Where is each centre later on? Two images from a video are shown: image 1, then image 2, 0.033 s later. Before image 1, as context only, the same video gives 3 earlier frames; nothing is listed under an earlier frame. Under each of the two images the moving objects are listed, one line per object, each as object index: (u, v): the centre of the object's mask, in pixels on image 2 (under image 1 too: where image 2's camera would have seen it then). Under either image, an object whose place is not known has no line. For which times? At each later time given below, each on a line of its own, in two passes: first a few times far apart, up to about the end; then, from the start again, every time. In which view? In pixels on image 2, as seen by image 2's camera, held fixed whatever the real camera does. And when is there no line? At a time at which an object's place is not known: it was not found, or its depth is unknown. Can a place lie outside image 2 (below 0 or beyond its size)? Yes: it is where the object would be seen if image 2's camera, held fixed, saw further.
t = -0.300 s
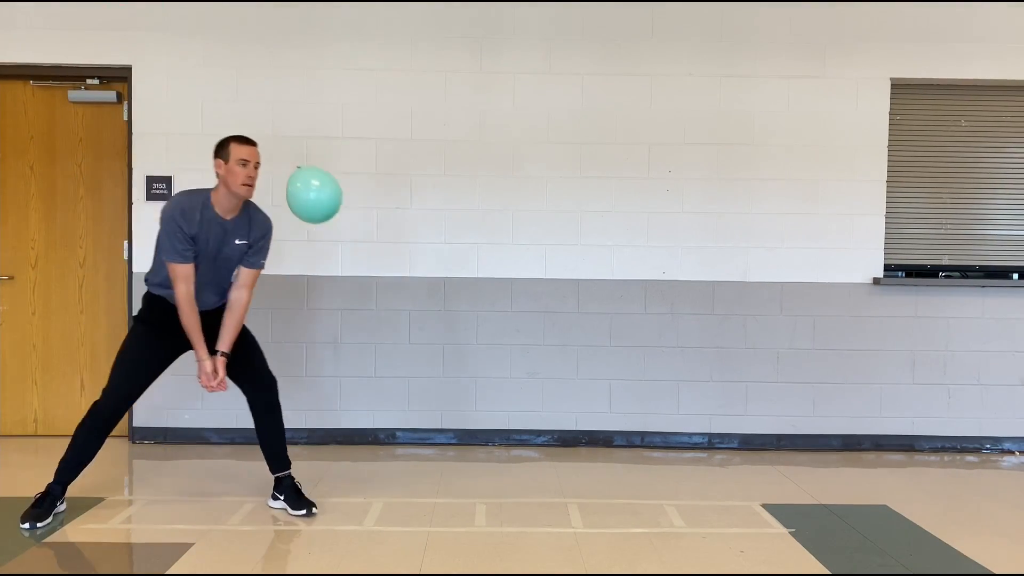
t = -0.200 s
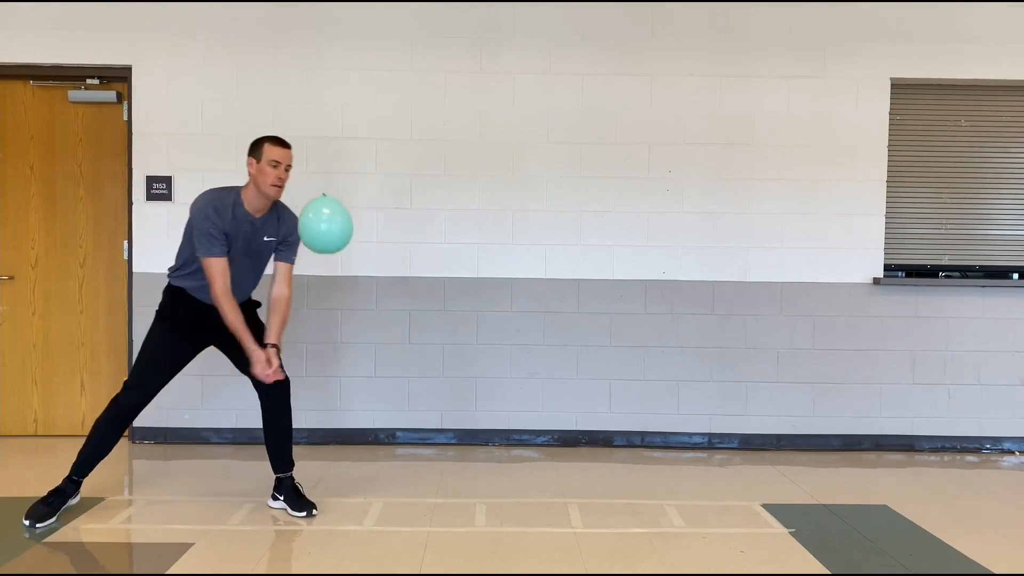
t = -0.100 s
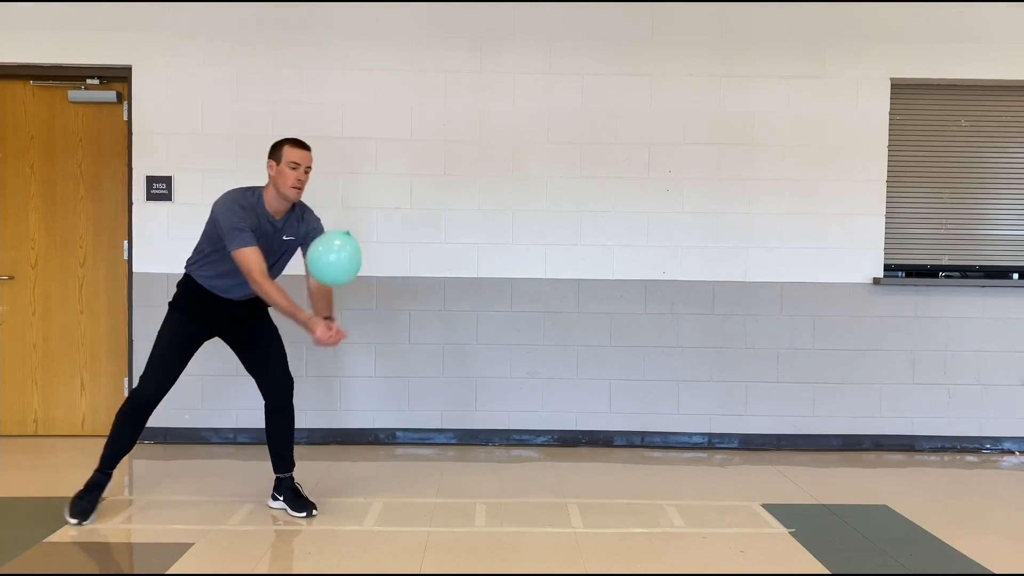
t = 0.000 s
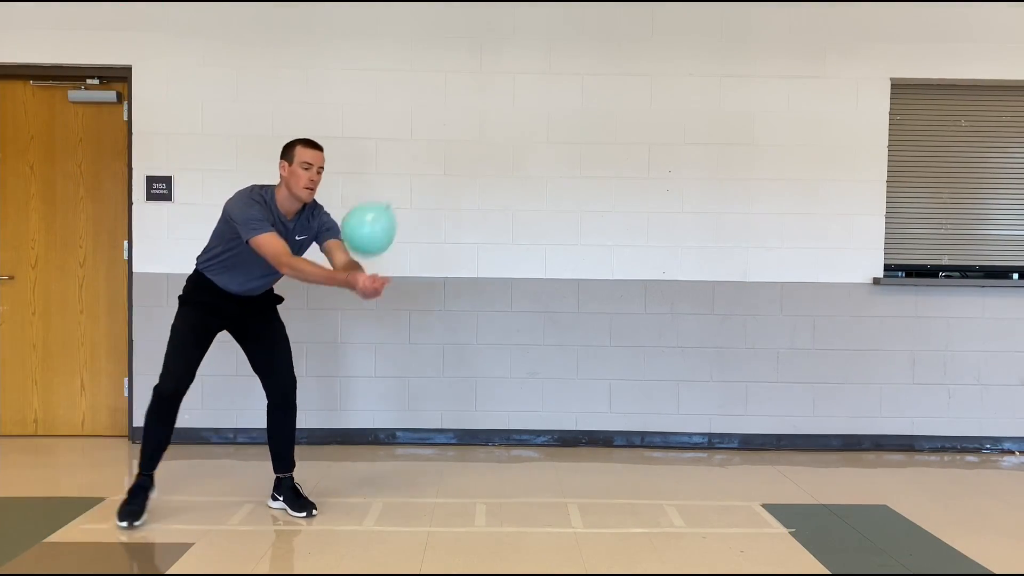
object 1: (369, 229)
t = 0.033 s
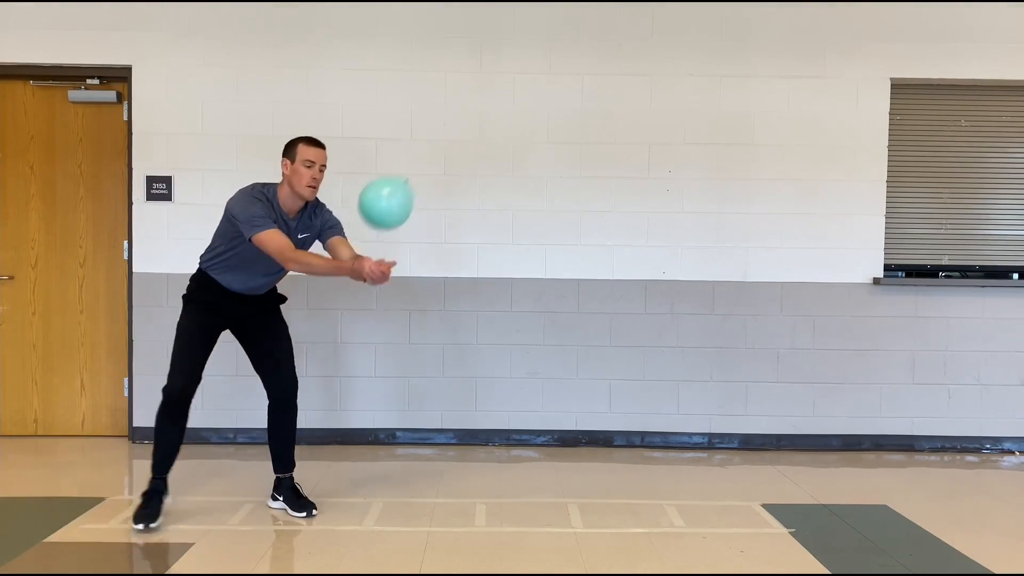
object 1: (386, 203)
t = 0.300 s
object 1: (459, 61)
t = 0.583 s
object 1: (473, 25)
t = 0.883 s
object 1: (492, 49)
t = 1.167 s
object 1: (503, 112)
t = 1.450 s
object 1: (504, 196)
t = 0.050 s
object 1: (394, 190)
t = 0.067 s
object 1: (401, 178)
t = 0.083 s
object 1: (408, 166)
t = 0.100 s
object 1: (415, 155)
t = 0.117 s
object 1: (421, 145)
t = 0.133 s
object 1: (427, 135)
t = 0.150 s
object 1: (432, 126)
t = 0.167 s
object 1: (437, 116)
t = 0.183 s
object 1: (441, 108)
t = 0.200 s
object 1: (445, 99)
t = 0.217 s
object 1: (449, 92)
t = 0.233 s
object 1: (452, 85)
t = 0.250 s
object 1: (454, 78)
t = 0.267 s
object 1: (456, 72)
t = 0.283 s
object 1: (458, 66)
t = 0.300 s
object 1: (459, 61)
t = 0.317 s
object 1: (461, 56)
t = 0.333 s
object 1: (462, 52)
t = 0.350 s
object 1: (463, 48)
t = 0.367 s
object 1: (464, 44)
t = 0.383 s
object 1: (465, 40)
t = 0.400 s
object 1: (466, 37)
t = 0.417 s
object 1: (467, 34)
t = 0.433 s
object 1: (467, 32)
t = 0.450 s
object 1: (468, 30)
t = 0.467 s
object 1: (469, 28)
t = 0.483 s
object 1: (469, 27)
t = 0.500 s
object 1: (470, 26)
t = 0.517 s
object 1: (470, 25)
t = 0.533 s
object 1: (471, 25)
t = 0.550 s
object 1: (472, 24)
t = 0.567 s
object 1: (472, 24)
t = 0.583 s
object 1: (473, 25)
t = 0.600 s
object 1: (473, 25)
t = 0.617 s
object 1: (474, 25)
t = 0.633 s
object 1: (475, 26)
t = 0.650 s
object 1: (475, 26)
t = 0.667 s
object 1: (477, 27)
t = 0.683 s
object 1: (477, 28)
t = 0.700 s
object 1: (478, 29)
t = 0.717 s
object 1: (480, 30)
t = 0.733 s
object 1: (481, 31)
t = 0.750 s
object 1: (482, 33)
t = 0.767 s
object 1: (483, 35)
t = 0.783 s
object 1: (485, 36)
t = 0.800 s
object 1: (486, 38)
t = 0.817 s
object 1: (487, 40)
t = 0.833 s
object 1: (488, 42)
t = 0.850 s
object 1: (490, 44)
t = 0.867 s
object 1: (491, 47)
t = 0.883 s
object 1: (492, 49)
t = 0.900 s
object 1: (493, 52)
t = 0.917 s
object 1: (494, 55)
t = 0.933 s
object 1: (495, 57)
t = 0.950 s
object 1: (496, 61)
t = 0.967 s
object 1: (497, 64)
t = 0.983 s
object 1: (497, 67)
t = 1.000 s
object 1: (498, 71)
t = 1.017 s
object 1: (499, 74)
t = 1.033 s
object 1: (500, 78)
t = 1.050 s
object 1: (500, 82)
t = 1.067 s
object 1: (501, 86)
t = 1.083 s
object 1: (501, 90)
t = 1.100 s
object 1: (502, 94)
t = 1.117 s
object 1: (502, 98)
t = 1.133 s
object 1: (502, 103)
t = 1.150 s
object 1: (503, 107)
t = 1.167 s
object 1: (503, 112)
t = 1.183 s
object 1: (503, 116)
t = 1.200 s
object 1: (504, 121)
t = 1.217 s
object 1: (504, 125)
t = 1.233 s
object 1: (504, 130)
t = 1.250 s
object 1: (504, 135)
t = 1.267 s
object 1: (505, 139)
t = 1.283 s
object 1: (505, 144)
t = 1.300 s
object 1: (505, 149)
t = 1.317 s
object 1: (505, 154)
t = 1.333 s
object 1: (505, 159)
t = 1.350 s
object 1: (505, 164)
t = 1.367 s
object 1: (505, 169)
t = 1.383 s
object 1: (505, 174)
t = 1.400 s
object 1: (505, 180)
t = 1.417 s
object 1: (504, 185)
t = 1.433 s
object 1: (504, 190)
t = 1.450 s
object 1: (504, 196)
